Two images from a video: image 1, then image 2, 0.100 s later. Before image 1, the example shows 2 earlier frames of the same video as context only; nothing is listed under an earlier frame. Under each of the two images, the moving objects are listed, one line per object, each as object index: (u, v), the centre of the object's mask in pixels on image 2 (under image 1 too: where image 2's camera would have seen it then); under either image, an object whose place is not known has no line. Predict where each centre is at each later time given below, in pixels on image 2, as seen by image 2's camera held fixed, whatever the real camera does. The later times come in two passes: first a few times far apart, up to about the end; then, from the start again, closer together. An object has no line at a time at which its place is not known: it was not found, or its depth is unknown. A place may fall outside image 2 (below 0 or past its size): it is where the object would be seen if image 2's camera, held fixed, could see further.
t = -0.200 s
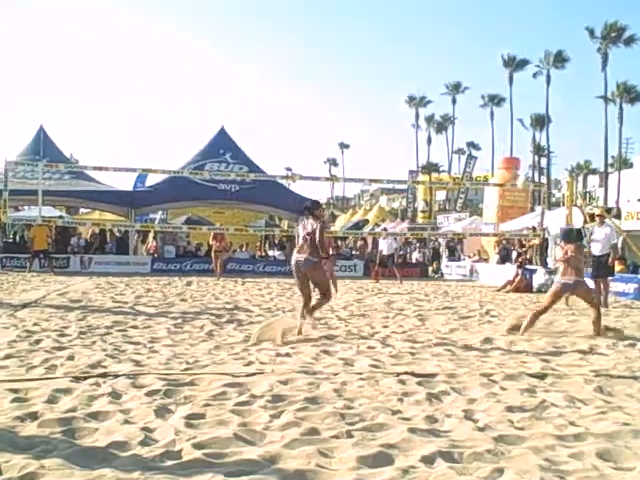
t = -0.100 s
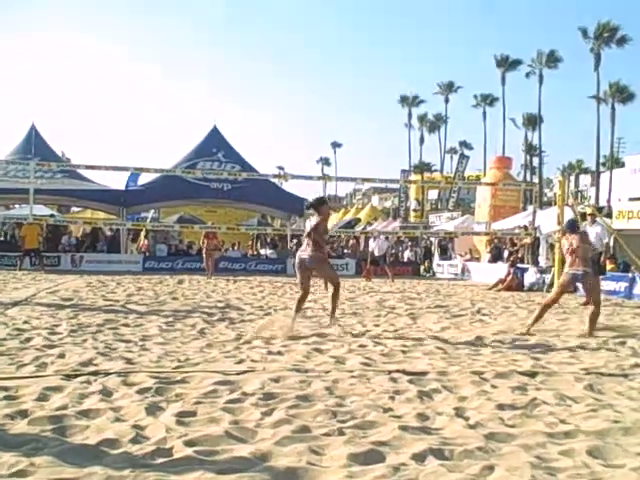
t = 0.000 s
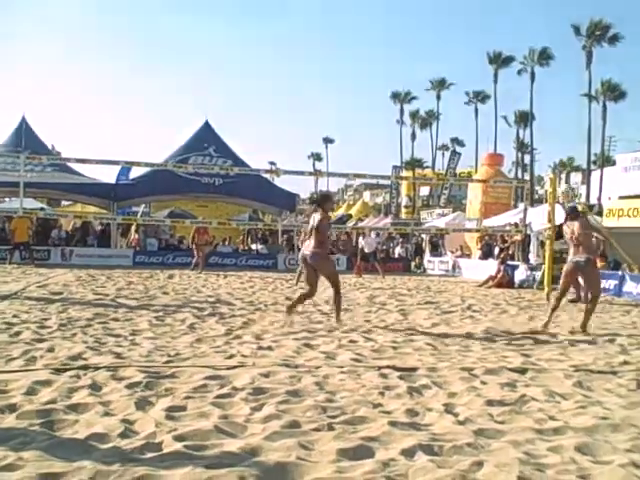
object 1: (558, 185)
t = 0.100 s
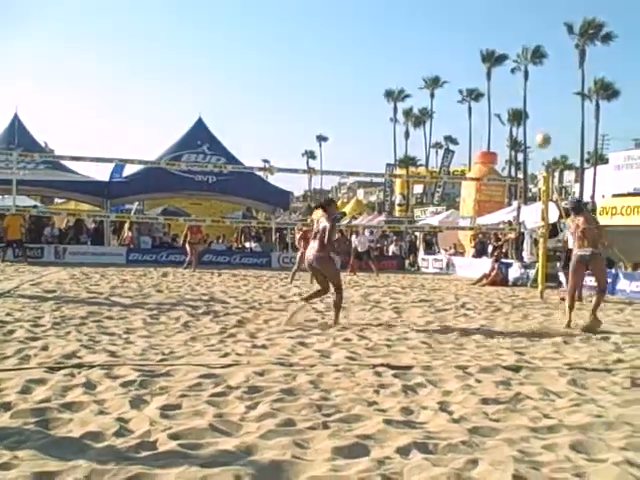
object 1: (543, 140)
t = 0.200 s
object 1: (527, 99)
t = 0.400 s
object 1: (495, 42)
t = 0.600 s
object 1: (465, 13)
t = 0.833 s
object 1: (433, 18)
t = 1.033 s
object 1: (406, 50)
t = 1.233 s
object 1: (381, 106)
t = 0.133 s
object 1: (537, 126)
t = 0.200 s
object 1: (527, 99)
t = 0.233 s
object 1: (520, 87)
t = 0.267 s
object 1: (515, 76)
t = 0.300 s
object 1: (512, 67)
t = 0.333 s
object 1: (505, 58)
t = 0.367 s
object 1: (501, 50)
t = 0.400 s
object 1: (495, 42)
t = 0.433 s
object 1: (490, 36)
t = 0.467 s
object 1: (485, 30)
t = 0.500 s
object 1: (480, 25)
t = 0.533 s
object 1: (475, 19)
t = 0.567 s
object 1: (469, 16)
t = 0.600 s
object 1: (465, 13)
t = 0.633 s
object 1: (461, 11)
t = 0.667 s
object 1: (456, 9)
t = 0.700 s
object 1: (450, 10)
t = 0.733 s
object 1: (447, 11)
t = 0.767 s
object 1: (441, 12)
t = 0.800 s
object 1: (437, 16)
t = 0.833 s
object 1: (433, 18)
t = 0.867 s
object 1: (428, 22)
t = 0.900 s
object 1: (424, 27)
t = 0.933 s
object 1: (419, 32)
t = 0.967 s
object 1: (415, 37)
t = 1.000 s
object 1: (410, 43)
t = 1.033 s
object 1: (406, 50)
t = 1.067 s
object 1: (401, 58)
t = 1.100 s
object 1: (397, 66)
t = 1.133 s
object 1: (393, 75)
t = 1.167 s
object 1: (389, 85)
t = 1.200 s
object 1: (386, 94)
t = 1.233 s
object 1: (381, 106)
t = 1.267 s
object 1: (377, 117)
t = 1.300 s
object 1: (373, 129)
